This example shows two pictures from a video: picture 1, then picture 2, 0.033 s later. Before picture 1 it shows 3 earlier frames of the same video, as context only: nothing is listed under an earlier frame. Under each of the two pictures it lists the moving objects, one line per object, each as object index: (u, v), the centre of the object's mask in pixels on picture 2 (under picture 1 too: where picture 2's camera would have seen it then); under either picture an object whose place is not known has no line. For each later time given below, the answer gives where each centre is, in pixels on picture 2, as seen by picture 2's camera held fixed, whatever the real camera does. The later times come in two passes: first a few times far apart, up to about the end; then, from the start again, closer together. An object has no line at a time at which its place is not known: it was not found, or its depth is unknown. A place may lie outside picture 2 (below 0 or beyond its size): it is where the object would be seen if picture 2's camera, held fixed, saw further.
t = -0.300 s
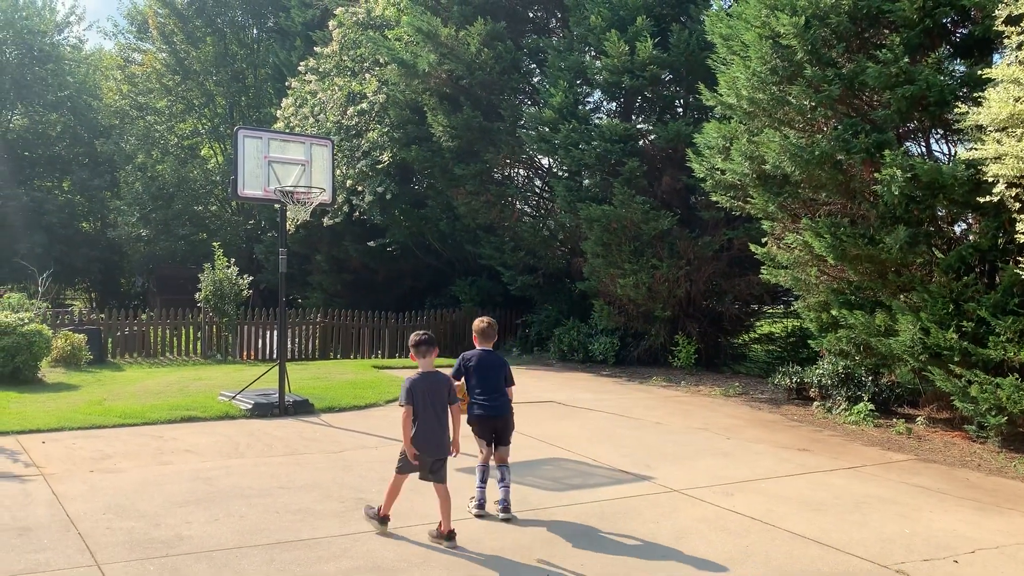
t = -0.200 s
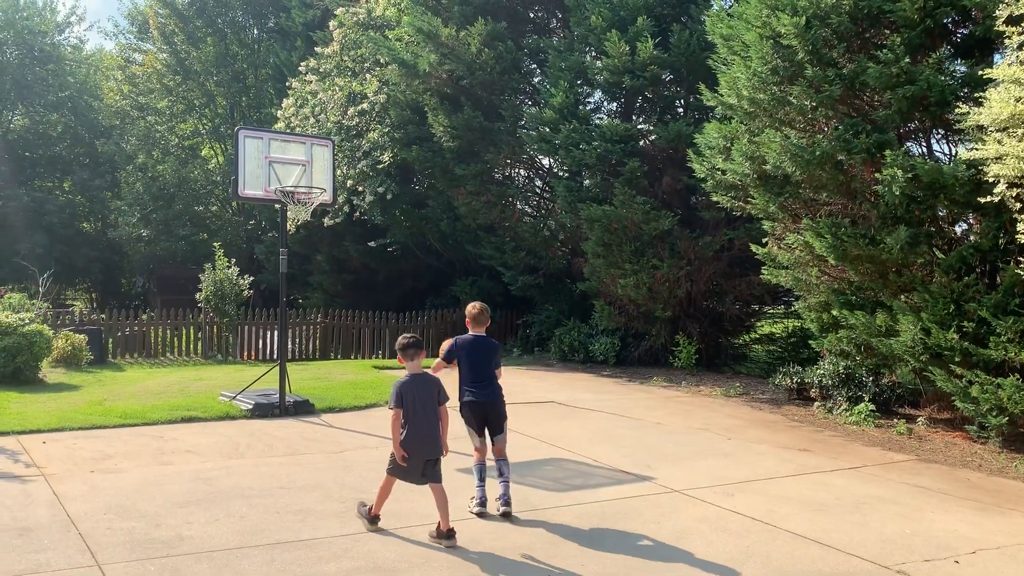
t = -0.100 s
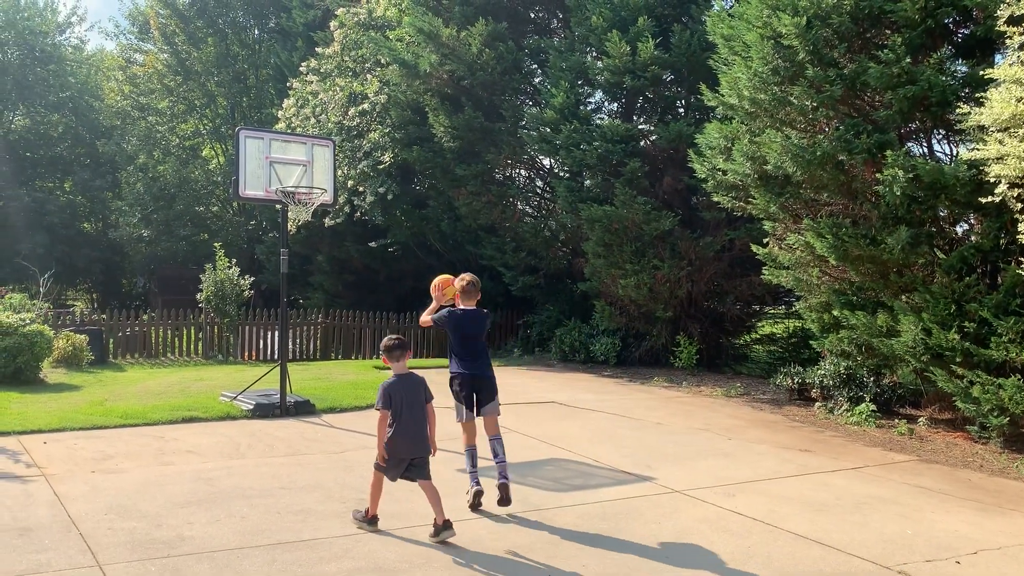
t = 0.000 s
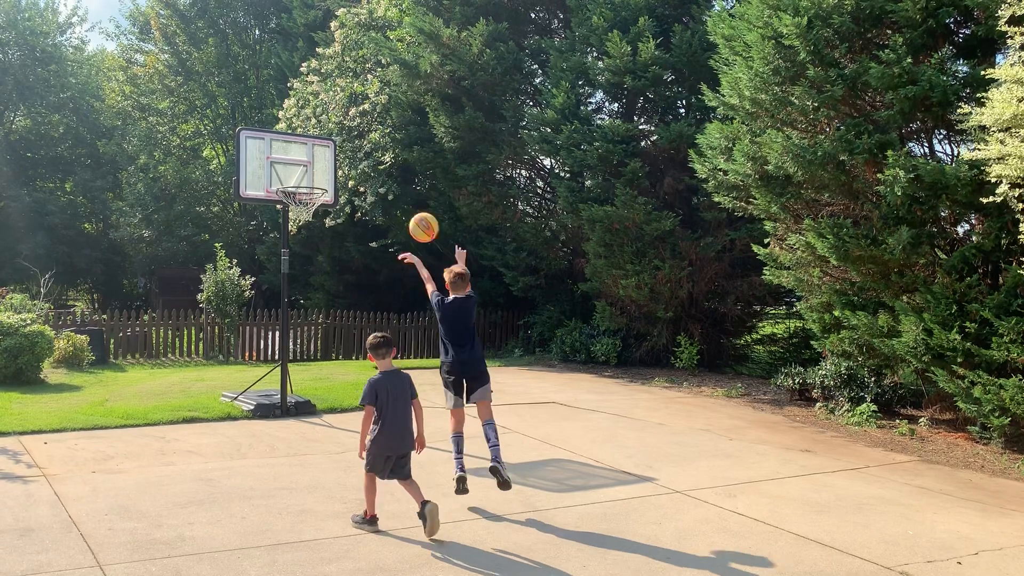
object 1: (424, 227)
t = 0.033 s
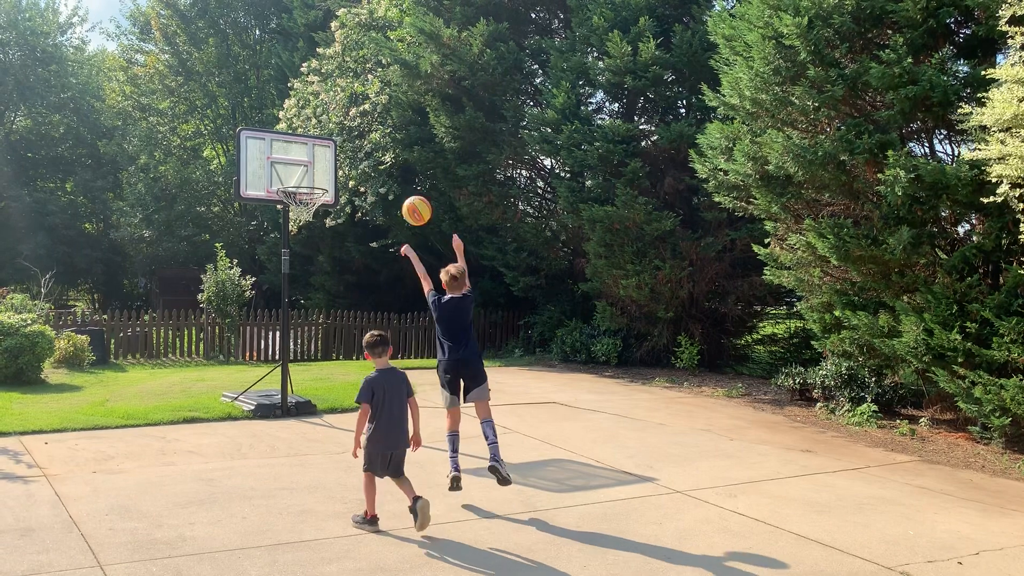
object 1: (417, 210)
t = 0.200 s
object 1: (381, 152)
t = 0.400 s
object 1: (344, 130)
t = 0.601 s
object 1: (305, 160)
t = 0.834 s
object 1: (315, 206)
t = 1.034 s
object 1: (310, 200)
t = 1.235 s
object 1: (300, 207)
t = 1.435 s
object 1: (294, 238)
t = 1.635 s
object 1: (288, 305)
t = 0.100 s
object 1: (402, 182)
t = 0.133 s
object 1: (395, 170)
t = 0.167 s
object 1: (388, 160)
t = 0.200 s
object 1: (381, 152)
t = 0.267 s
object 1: (368, 139)
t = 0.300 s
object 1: (362, 135)
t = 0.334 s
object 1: (356, 132)
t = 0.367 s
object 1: (349, 130)
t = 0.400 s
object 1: (344, 130)
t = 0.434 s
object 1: (338, 131)
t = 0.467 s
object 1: (332, 132)
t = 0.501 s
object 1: (326, 136)
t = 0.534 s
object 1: (320, 141)
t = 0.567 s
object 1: (315, 146)
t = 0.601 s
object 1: (305, 160)
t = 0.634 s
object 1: (300, 168)
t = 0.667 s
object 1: (296, 177)
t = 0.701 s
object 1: (291, 188)
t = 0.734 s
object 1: (295, 195)
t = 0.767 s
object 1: (303, 201)
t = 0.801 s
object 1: (311, 208)
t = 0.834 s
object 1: (315, 206)
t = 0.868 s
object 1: (318, 203)
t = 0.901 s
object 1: (318, 201)
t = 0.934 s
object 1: (317, 200)
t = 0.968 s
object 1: (314, 200)
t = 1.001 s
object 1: (312, 200)
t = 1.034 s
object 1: (310, 200)
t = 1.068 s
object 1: (309, 200)
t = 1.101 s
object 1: (307, 201)
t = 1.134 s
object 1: (305, 202)
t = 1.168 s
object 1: (303, 204)
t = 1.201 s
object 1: (301, 205)
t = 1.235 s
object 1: (300, 207)
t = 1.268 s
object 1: (299, 211)
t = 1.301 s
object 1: (298, 214)
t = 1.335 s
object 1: (297, 218)
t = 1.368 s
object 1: (297, 223)
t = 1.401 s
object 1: (295, 231)
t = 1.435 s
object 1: (294, 238)
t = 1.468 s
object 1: (293, 247)
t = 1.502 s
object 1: (292, 256)
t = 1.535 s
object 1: (291, 267)
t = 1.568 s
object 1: (290, 279)
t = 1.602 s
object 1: (289, 291)
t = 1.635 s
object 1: (288, 305)
